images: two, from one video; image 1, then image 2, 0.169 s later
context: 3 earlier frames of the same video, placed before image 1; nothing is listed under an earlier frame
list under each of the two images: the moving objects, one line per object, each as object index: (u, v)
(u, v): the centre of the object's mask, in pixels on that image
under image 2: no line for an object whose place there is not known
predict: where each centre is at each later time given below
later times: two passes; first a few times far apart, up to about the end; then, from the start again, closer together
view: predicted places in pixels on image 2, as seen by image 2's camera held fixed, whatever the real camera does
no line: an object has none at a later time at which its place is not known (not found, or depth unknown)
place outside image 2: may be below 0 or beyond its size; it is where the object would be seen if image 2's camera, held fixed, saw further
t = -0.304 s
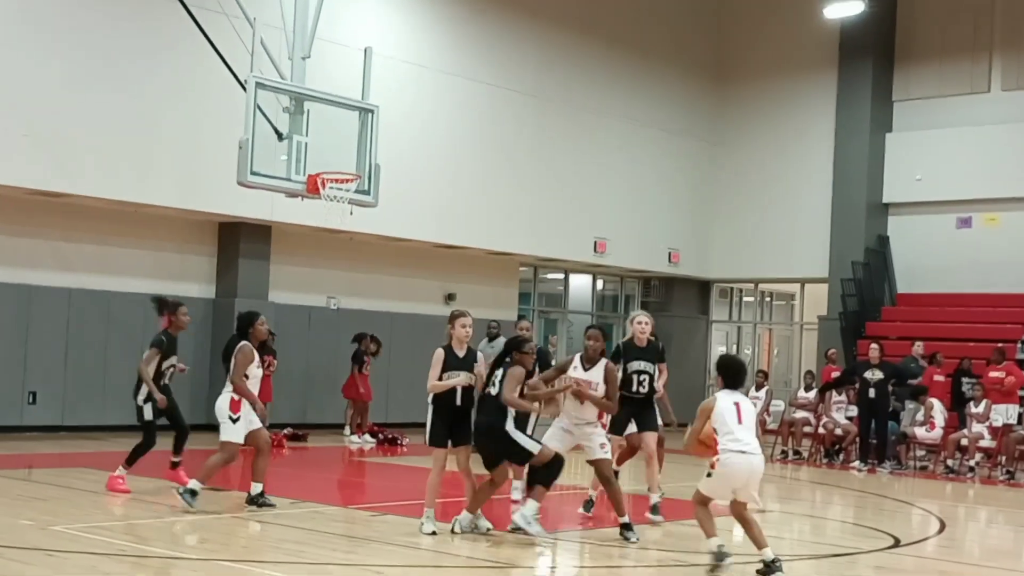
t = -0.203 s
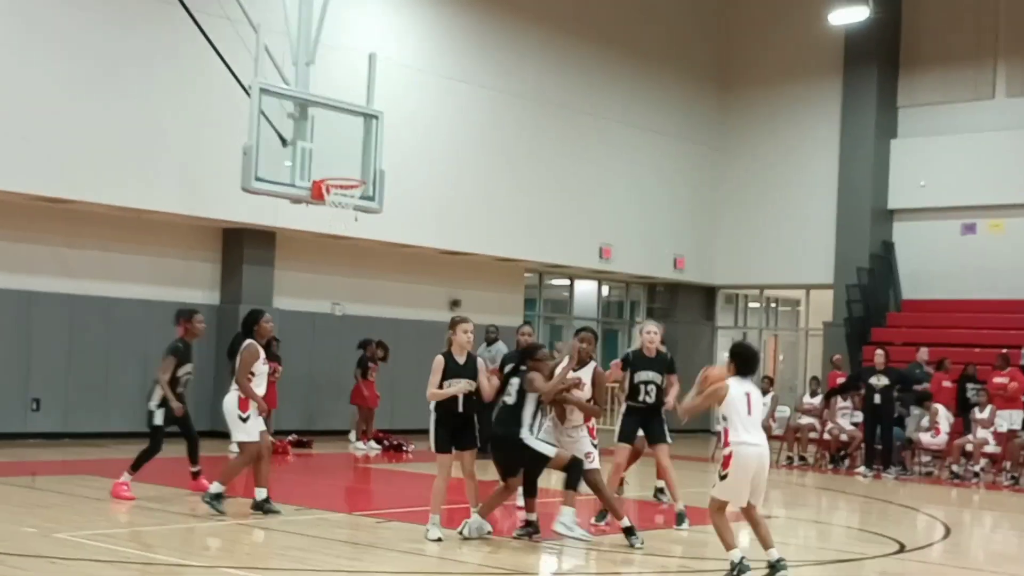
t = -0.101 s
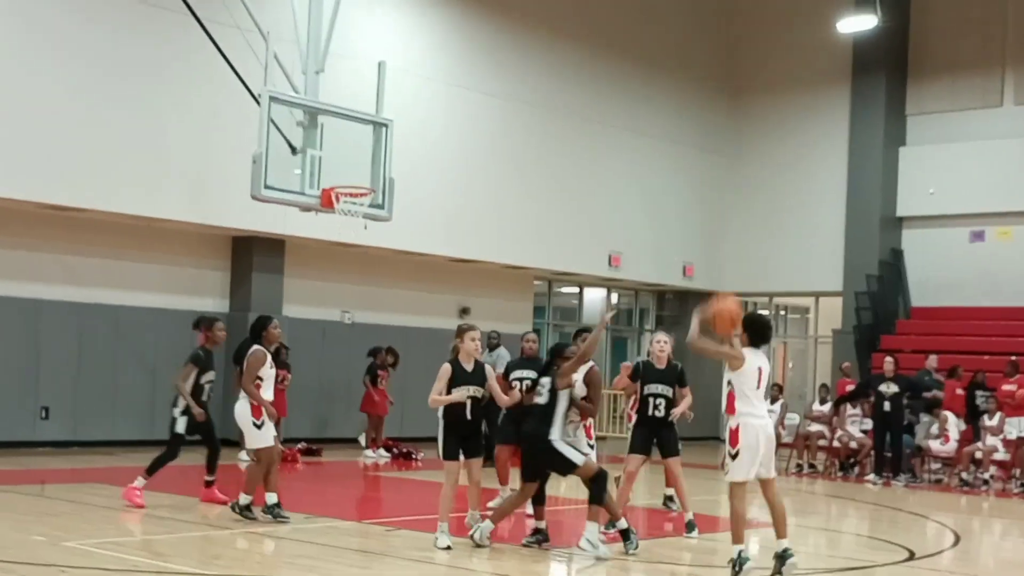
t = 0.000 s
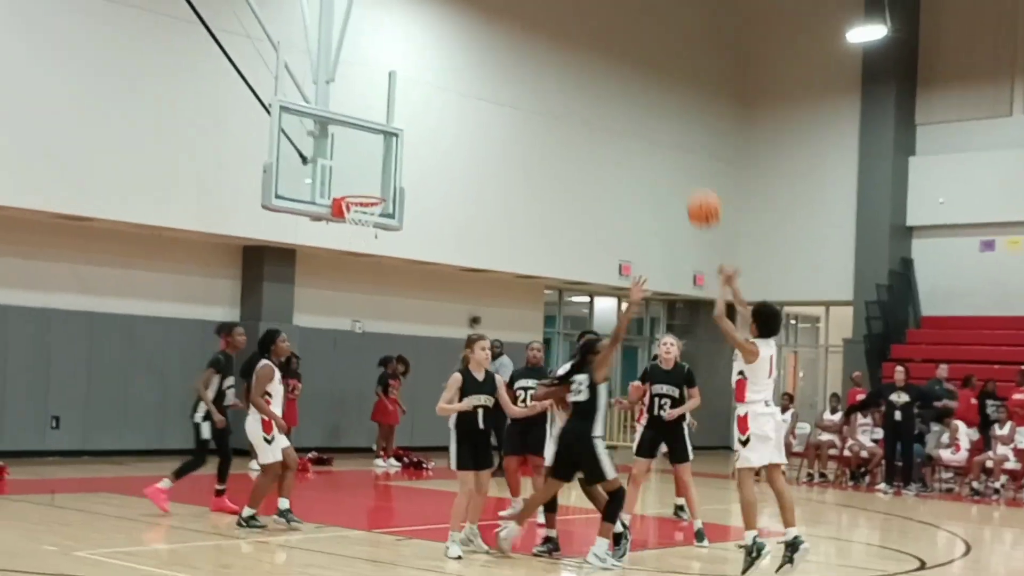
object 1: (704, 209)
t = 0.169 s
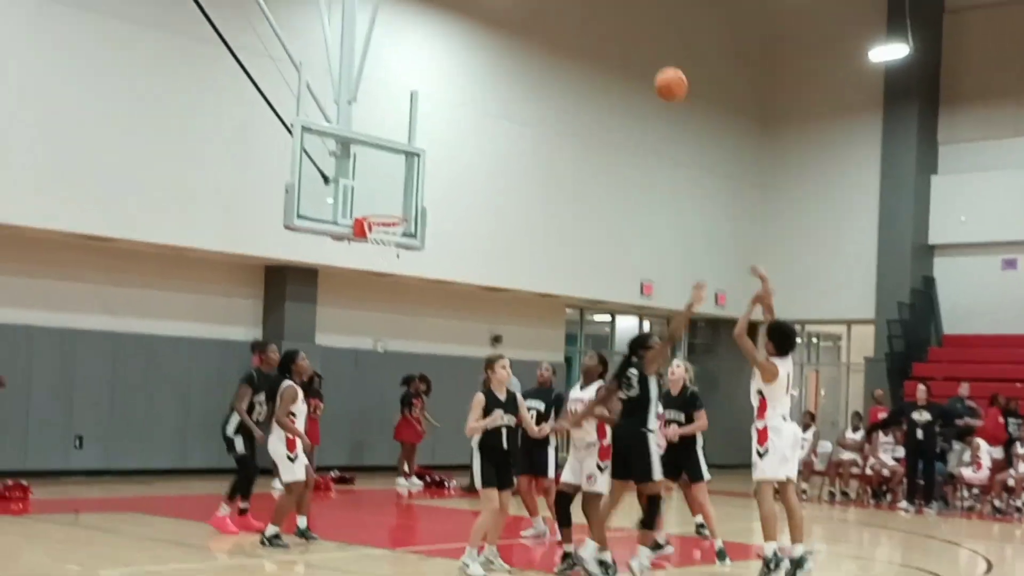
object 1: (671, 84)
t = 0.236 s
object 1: (651, 41)
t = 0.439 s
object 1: (596, -29)
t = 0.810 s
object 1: (507, -47)
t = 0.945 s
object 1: (476, -19)
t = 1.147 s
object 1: (439, 60)
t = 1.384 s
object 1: (395, 189)
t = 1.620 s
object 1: (395, 248)
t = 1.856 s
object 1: (401, 280)
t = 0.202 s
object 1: (661, 62)
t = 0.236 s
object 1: (651, 41)
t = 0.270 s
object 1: (641, 23)
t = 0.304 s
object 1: (632, 7)
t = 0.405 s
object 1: (605, -23)
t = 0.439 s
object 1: (596, -29)
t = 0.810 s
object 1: (507, -47)
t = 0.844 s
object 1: (500, -44)
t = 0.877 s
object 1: (492, -40)
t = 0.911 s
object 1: (483, -29)
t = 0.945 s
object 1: (476, -19)
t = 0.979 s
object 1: (472, -8)
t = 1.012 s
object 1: (465, 4)
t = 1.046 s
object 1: (458, 17)
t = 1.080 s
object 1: (452, 30)
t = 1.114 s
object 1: (445, 45)
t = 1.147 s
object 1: (439, 60)
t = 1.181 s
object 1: (432, 77)
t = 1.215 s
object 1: (426, 93)
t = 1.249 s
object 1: (419, 109)
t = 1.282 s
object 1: (413, 130)
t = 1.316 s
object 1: (407, 149)
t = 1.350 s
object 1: (401, 168)
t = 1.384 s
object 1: (395, 189)
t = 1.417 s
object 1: (389, 210)
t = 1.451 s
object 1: (384, 221)
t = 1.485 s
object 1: (378, 223)
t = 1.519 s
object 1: (379, 228)
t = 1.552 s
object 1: (388, 237)
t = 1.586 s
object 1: (392, 244)
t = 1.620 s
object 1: (395, 248)
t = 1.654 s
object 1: (397, 250)
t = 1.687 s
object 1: (398, 253)
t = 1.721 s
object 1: (400, 259)
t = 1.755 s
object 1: (400, 261)
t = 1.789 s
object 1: (401, 266)
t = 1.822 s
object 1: (401, 272)
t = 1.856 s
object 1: (401, 280)
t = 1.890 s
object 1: (402, 288)
